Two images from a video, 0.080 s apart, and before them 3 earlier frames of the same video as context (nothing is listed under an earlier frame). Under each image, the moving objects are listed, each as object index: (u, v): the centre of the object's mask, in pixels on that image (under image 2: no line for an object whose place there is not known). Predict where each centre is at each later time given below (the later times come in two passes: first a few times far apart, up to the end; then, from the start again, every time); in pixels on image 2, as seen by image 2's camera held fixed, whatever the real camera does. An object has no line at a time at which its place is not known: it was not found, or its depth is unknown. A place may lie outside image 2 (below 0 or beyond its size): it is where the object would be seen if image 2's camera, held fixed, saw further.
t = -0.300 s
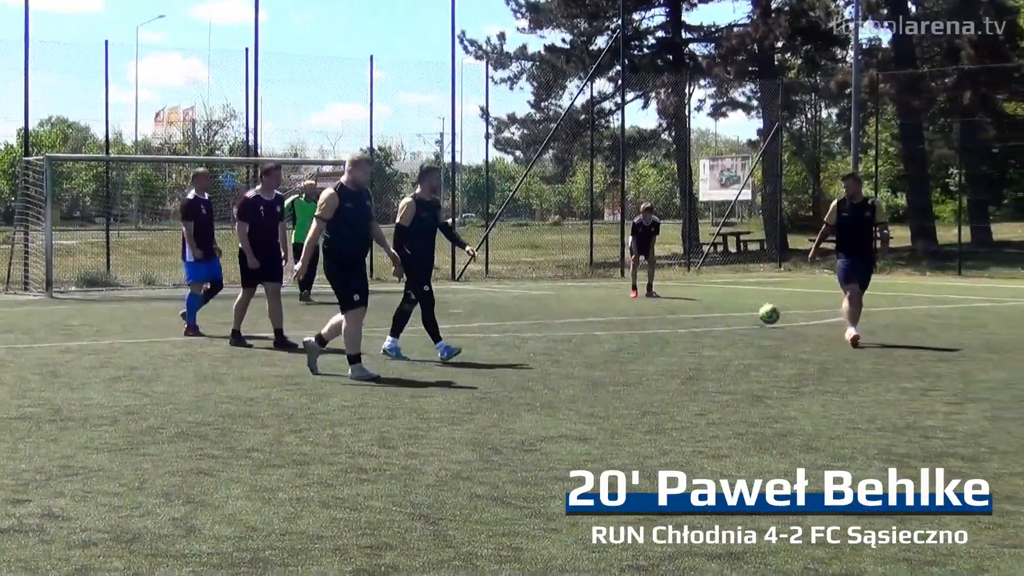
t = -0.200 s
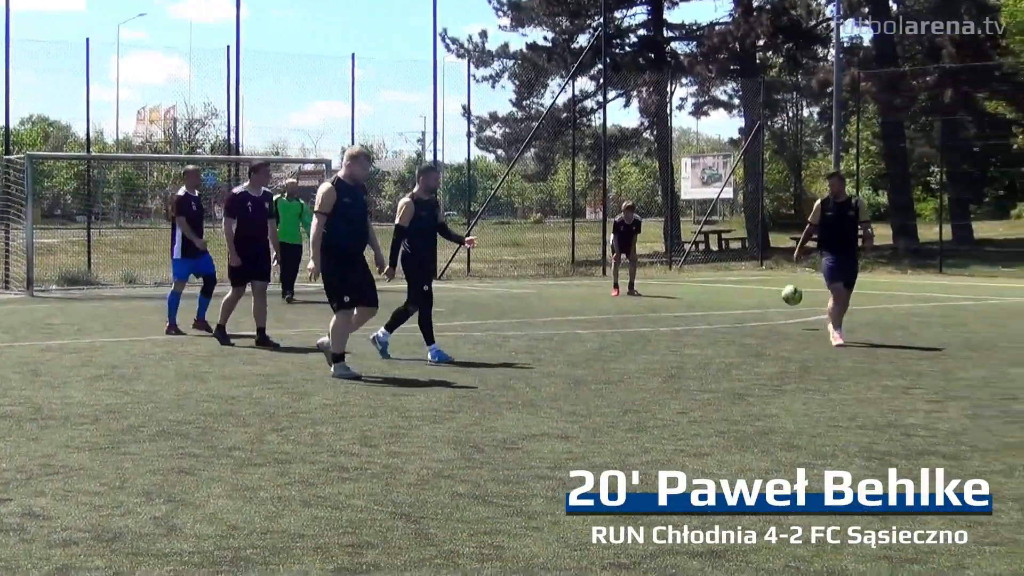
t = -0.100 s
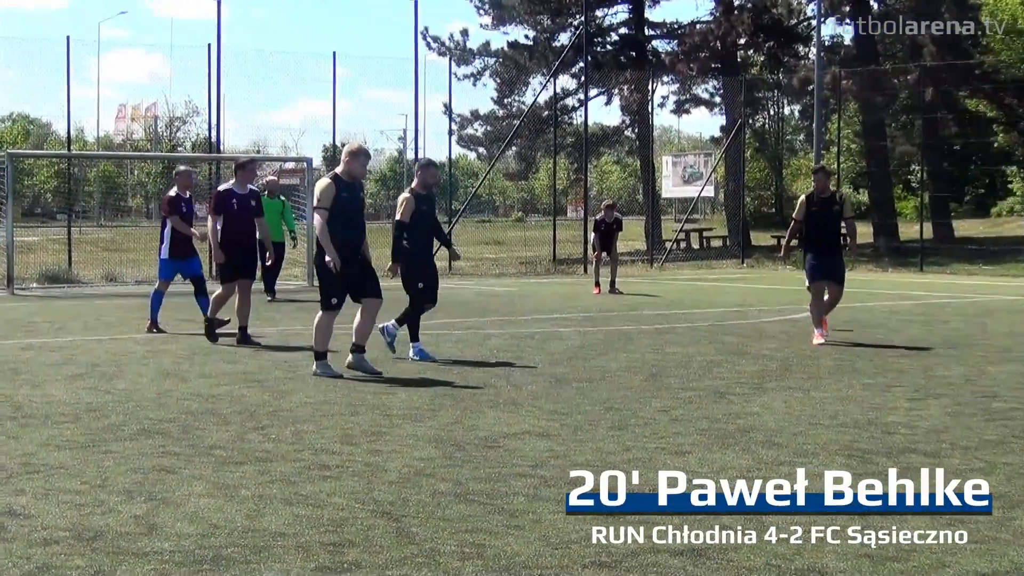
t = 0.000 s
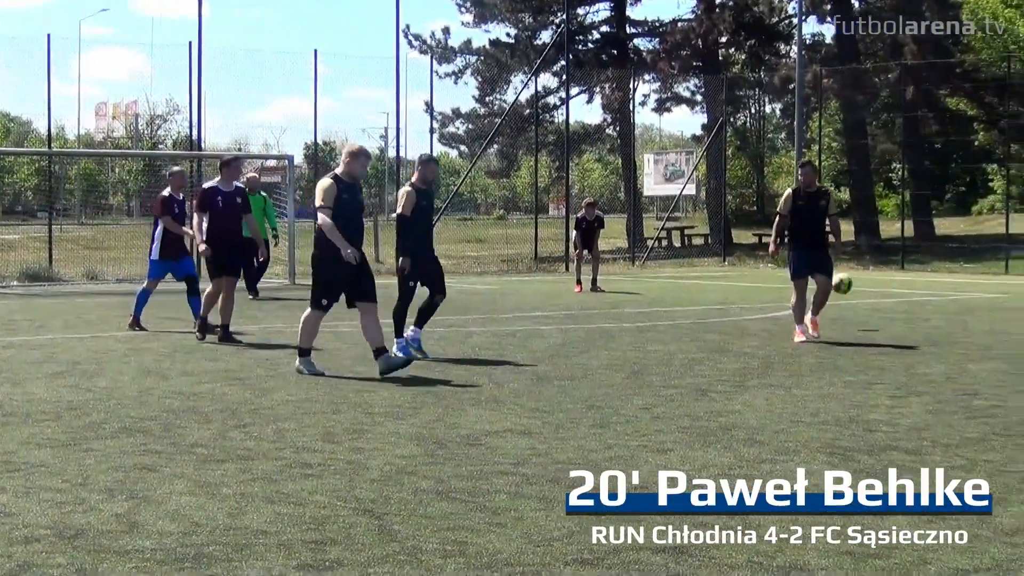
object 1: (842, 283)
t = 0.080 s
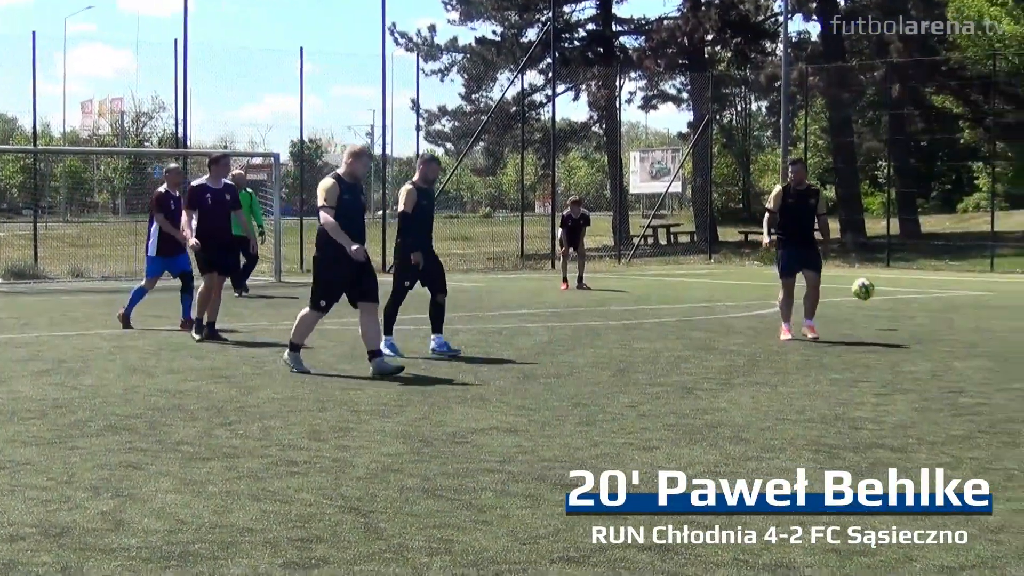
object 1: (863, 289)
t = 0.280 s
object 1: (958, 315)
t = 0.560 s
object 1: (1106, 319)
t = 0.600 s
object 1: (1124, 327)
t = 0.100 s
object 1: (872, 292)
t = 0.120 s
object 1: (881, 296)
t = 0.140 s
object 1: (891, 299)
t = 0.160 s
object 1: (900, 304)
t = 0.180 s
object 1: (909, 308)
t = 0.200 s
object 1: (919, 314)
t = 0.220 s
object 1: (928, 320)
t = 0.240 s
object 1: (937, 321)
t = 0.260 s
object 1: (948, 318)
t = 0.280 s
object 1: (958, 315)
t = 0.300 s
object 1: (968, 313)
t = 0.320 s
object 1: (978, 310)
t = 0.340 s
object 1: (988, 309)
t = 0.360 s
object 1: (999, 308)
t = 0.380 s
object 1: (1009, 307)
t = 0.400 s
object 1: (1020, 306)
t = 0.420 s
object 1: (1030, 307)
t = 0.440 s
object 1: (1041, 307)
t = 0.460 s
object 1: (1051, 308)
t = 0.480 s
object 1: (1062, 309)
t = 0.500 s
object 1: (1073, 311)
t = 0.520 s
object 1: (1085, 313)
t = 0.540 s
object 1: (1095, 316)
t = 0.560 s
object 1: (1106, 319)
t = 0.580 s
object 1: (1116, 323)
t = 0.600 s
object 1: (1124, 327)
